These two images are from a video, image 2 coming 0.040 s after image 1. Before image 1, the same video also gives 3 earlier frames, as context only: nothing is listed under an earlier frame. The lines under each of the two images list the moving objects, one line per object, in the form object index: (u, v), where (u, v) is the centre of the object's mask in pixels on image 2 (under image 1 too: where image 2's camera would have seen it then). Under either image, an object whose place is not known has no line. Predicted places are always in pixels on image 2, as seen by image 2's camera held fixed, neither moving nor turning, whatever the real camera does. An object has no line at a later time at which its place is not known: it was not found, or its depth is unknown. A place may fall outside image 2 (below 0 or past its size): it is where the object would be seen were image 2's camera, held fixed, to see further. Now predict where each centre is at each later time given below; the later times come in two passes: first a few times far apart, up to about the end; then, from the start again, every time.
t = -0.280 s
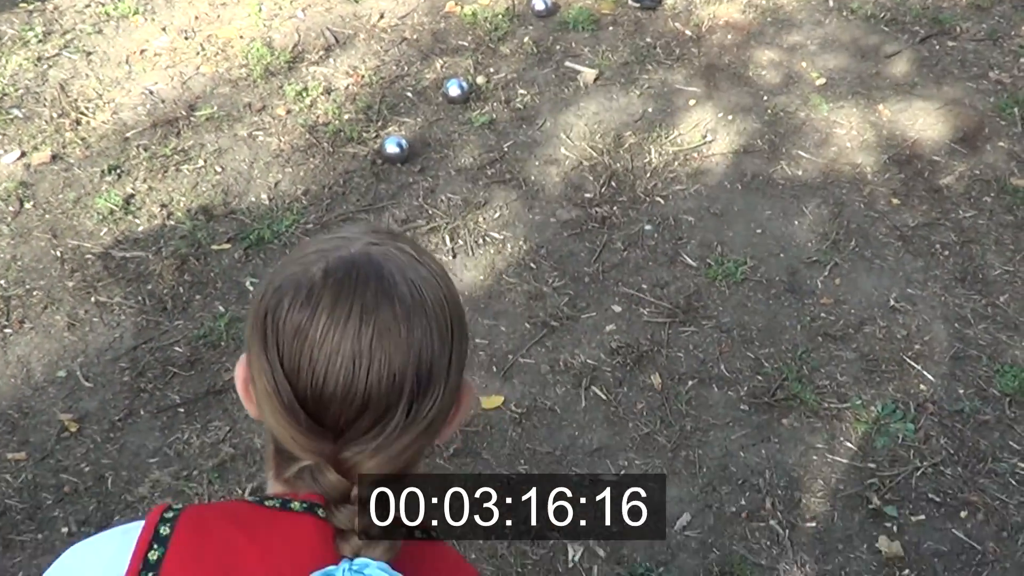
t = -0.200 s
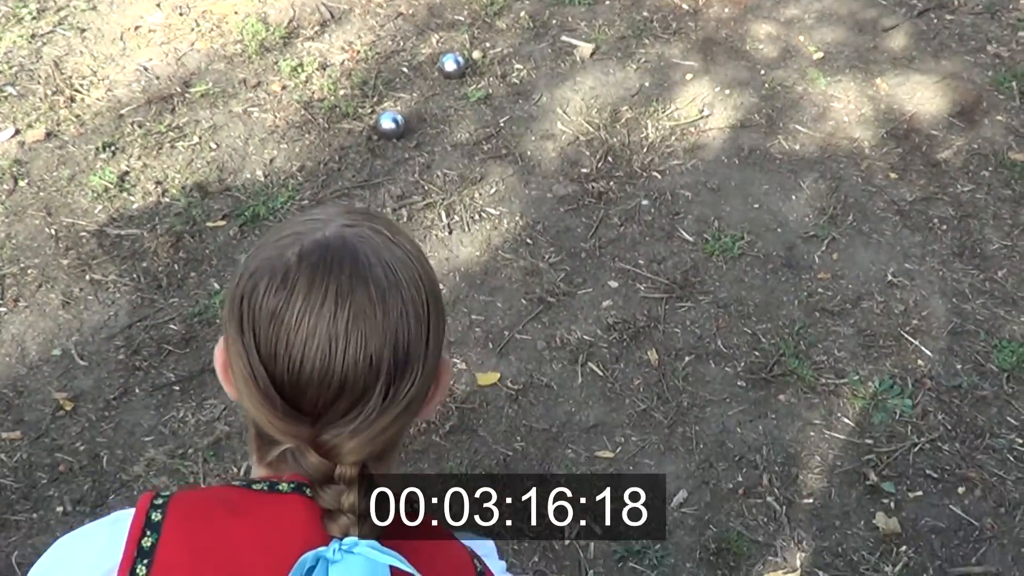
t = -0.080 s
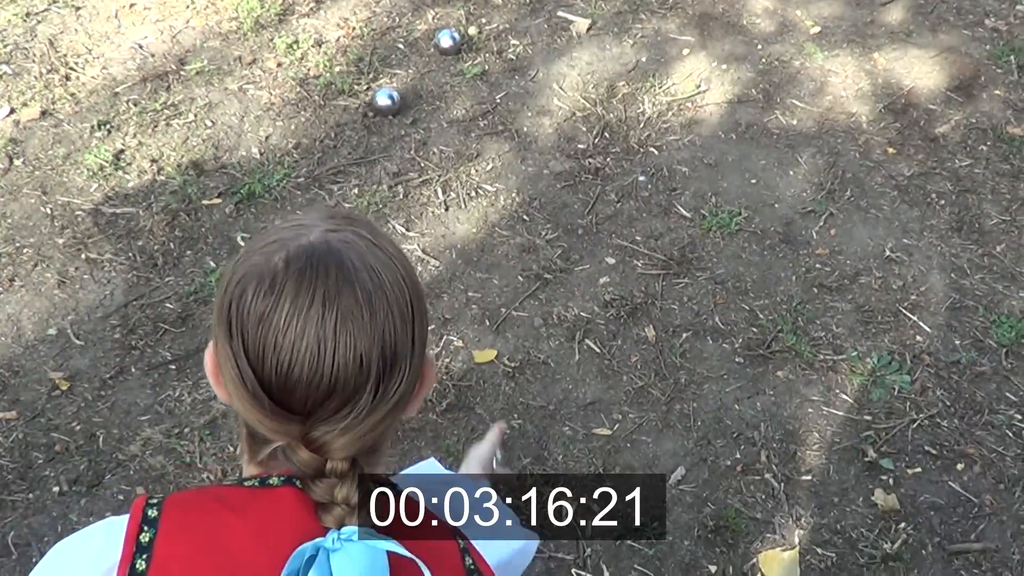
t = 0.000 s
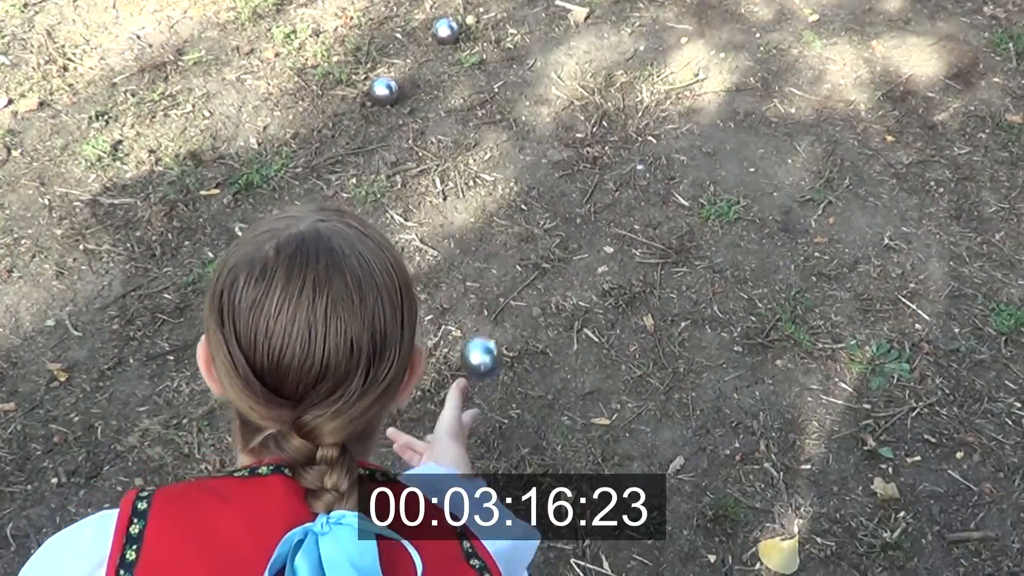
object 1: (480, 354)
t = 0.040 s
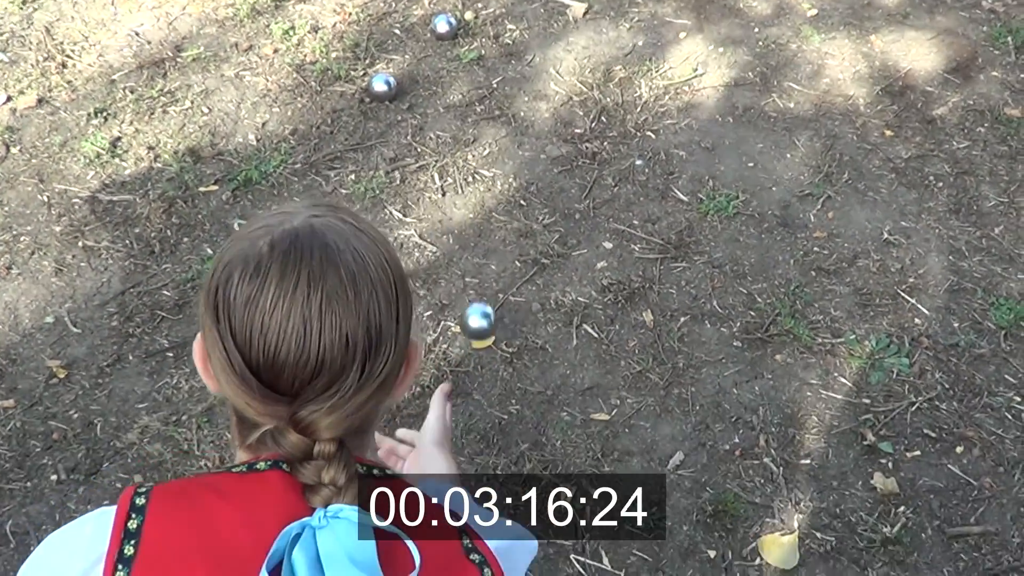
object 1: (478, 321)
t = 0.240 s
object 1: (474, 155)
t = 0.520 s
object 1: (468, 43)
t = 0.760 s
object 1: (517, -26)
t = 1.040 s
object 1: (544, -65)
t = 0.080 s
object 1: (478, 297)
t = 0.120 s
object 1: (477, 251)
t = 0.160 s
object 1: (476, 212)
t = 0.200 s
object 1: (475, 180)
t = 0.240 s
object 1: (474, 155)
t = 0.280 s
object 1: (474, 139)
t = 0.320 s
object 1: (471, 128)
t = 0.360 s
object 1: (472, 103)
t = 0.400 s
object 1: (472, 80)
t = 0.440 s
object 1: (469, 61)
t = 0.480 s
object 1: (470, 50)
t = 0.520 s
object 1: (468, 43)
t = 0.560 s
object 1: (473, 25)
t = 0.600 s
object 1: (483, 12)
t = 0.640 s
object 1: (493, 4)
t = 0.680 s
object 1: (502, -3)
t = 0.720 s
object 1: (510, -13)
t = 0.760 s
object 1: (517, -26)
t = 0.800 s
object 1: (522, -36)
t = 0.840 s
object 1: (525, -42)
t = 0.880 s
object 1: (529, -51)
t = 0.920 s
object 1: (533, -57)
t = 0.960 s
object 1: (535, -62)
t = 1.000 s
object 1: (540, -62)
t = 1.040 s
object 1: (544, -65)
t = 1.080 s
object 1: (548, -68)
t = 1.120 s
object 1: (550, -71)
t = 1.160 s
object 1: (552, -74)
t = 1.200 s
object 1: (556, -76)
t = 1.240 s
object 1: (559, -78)
